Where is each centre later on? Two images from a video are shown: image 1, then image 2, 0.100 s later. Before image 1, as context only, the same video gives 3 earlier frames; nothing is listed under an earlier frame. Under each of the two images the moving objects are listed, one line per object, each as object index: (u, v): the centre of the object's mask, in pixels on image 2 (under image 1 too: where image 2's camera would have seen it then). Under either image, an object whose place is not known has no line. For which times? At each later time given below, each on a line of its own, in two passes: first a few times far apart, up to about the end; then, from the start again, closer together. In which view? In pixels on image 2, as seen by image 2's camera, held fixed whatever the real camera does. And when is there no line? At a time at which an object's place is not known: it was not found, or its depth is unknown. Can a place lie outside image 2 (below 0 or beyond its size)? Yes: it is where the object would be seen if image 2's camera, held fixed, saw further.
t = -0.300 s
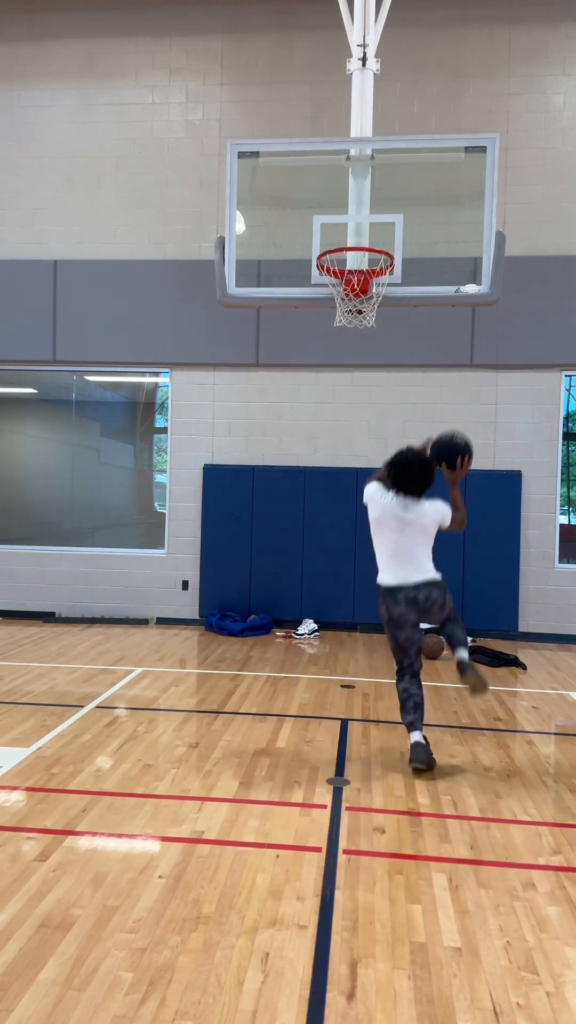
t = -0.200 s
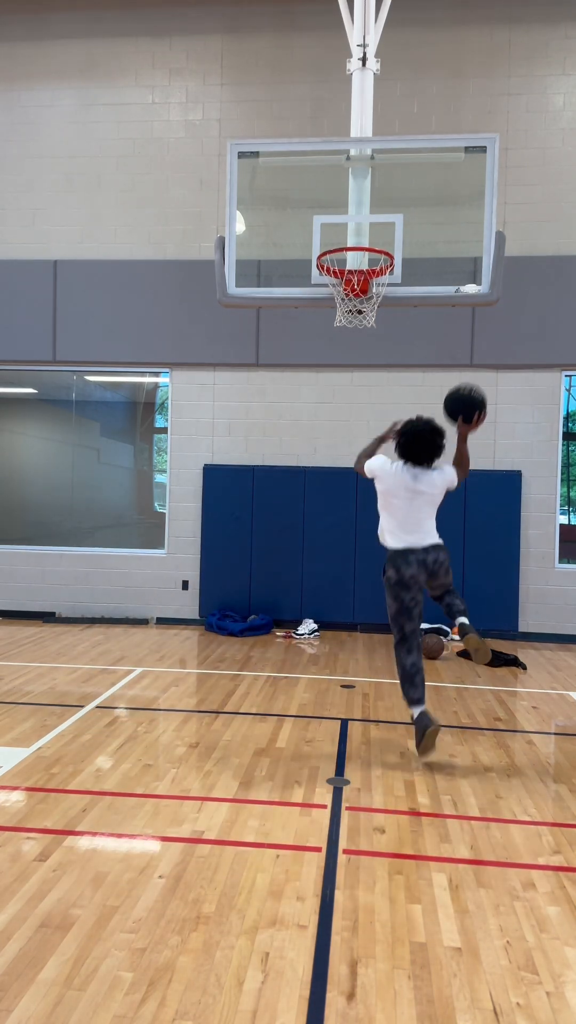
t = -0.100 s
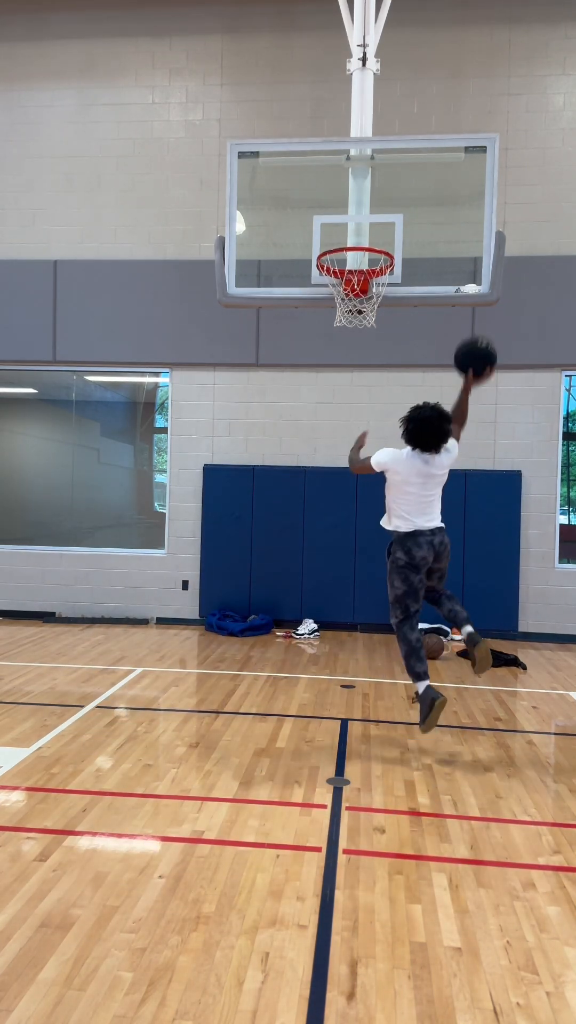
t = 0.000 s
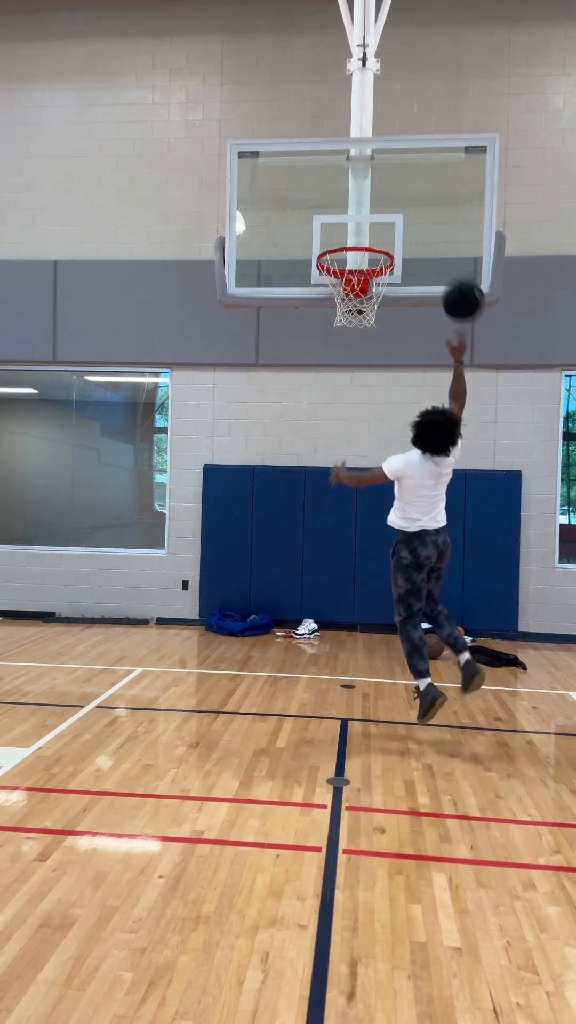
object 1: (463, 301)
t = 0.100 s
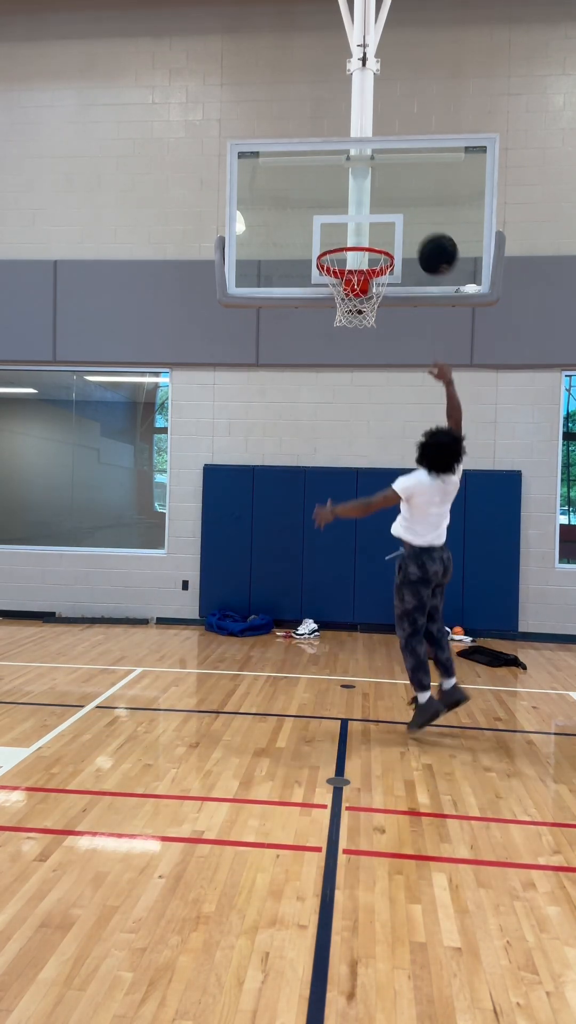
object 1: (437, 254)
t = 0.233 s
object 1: (405, 222)
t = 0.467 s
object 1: (369, 223)
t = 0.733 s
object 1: (341, 302)
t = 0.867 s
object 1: (342, 340)
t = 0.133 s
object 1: (429, 243)
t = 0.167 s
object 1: (421, 234)
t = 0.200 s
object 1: (413, 228)
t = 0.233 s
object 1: (405, 222)
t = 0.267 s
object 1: (398, 219)
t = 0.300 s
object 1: (390, 217)
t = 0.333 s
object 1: (384, 216)
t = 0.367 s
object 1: (381, 215)
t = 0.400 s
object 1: (377, 216)
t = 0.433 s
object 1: (373, 218)
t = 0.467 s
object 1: (369, 223)
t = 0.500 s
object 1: (365, 228)
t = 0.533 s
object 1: (361, 236)
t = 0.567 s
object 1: (357, 246)
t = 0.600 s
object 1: (352, 258)
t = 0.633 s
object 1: (347, 272)
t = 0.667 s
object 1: (343, 286)
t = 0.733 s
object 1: (341, 302)
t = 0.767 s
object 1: (342, 311)
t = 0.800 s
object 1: (342, 318)
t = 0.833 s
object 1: (342, 329)
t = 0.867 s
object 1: (342, 340)
